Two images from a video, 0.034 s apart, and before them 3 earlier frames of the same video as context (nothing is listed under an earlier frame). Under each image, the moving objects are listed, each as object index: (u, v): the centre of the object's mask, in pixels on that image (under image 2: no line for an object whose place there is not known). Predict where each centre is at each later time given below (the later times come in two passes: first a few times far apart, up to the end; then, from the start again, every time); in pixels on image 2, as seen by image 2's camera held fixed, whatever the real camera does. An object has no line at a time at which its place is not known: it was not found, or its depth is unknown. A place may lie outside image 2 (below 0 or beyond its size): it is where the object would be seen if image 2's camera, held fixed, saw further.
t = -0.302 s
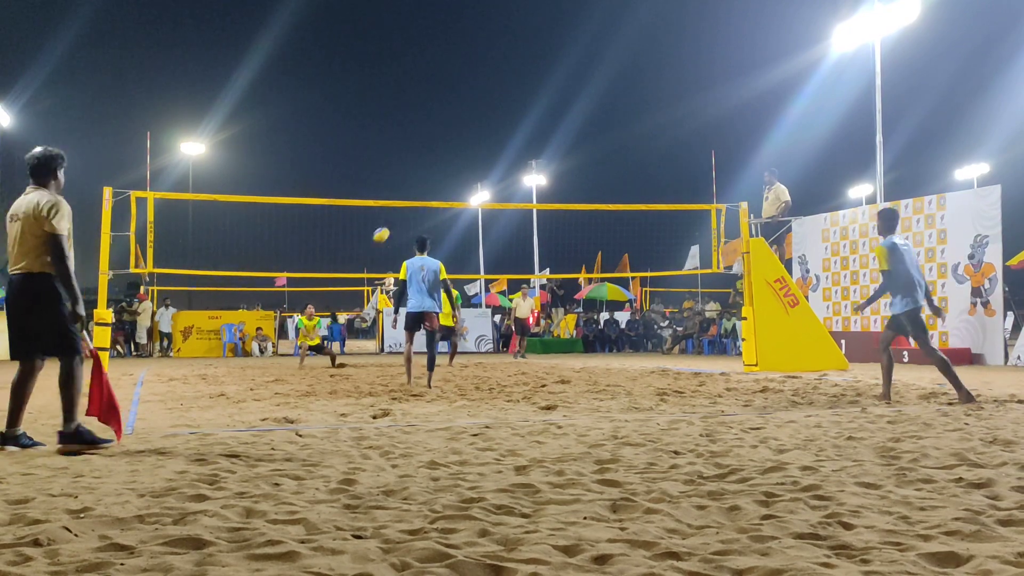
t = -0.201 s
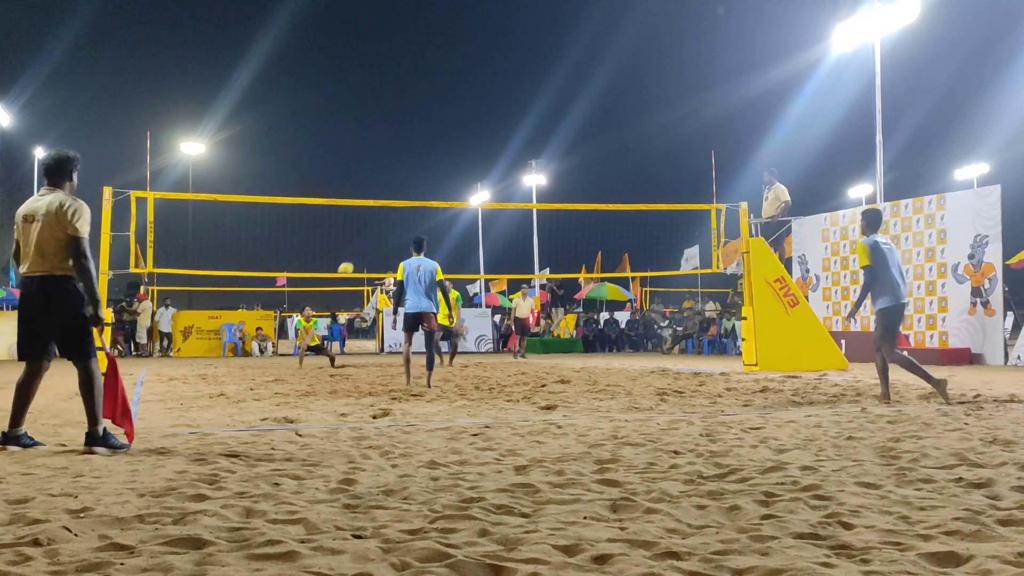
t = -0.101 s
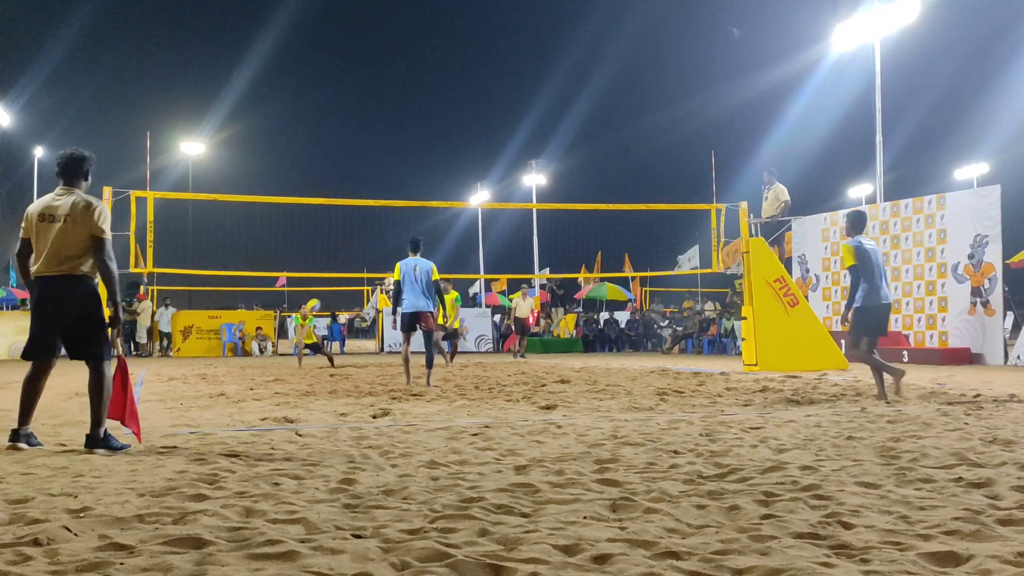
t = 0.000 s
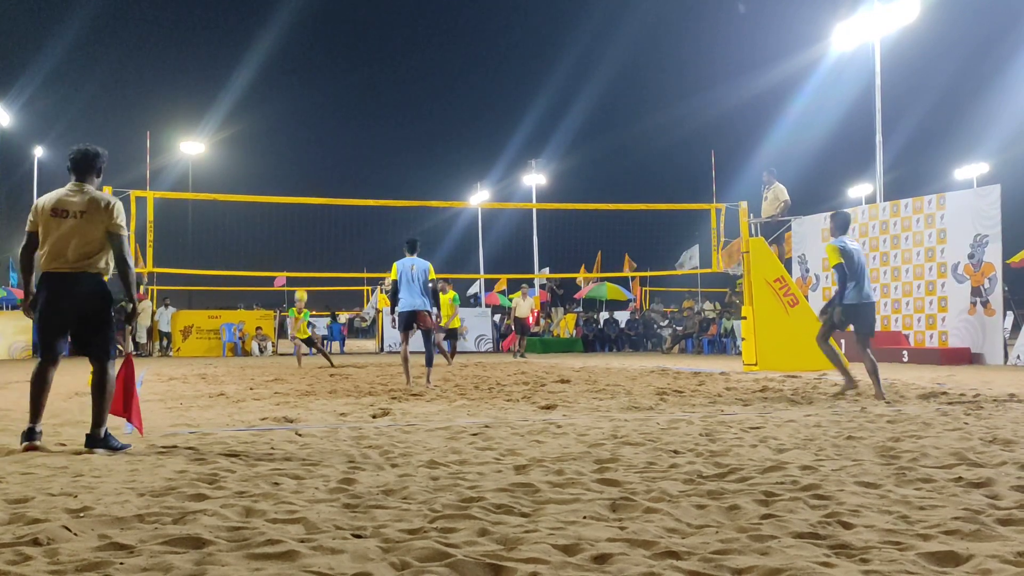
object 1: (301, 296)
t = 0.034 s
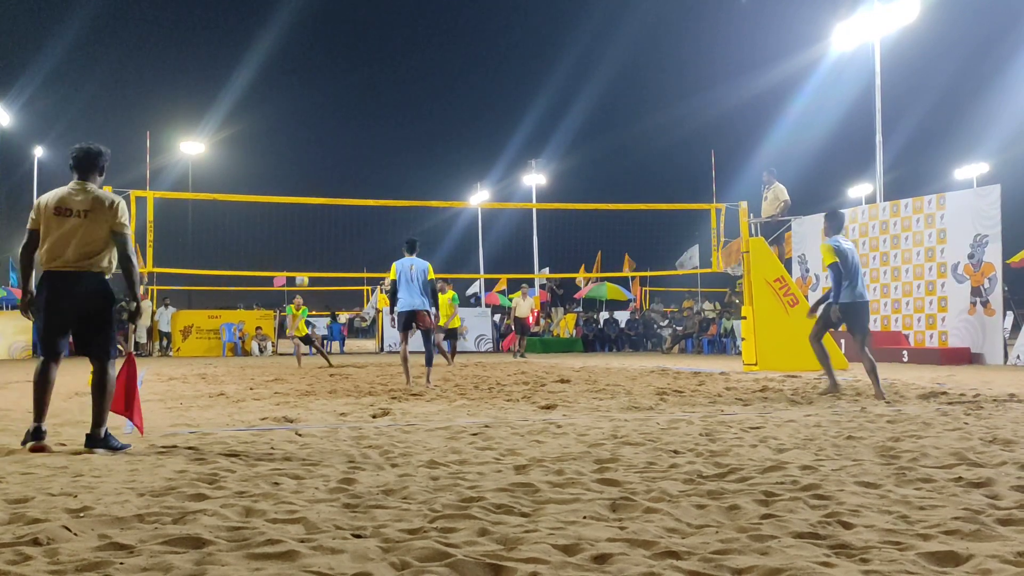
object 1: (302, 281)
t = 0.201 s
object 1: (307, 210)
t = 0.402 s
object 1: (313, 145)
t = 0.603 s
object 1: (319, 103)
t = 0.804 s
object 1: (324, 83)
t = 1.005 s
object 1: (328, 84)
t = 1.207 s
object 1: (333, 106)
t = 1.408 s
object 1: (338, 151)
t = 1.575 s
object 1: (343, 205)
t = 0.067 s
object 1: (303, 265)
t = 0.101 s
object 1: (304, 250)
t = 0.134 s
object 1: (305, 236)
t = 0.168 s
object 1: (306, 223)
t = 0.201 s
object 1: (307, 210)
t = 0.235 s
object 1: (309, 194)
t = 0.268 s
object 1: (309, 186)
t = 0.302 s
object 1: (310, 175)
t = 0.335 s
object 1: (311, 164)
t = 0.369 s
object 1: (312, 155)
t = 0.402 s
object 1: (313, 145)
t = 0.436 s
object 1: (314, 137)
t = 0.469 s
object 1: (315, 129)
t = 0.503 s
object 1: (316, 122)
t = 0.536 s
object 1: (317, 115)
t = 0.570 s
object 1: (318, 108)
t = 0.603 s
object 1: (319, 103)
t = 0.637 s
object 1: (320, 98)
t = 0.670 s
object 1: (321, 94)
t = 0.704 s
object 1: (321, 90)
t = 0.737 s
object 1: (322, 87)
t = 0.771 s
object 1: (323, 84)
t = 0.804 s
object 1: (324, 83)
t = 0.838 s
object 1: (324, 81)
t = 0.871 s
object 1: (325, 80)
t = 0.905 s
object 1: (326, 80)
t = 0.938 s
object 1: (327, 81)
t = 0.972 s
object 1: (328, 82)
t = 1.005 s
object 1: (328, 84)
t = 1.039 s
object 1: (329, 86)
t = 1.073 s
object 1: (330, 89)
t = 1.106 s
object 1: (331, 92)
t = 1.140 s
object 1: (332, 96)
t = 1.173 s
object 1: (332, 101)
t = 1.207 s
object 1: (333, 106)
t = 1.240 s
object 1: (334, 112)
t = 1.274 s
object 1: (335, 119)
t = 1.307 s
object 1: (336, 126)
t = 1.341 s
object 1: (337, 134)
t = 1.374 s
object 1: (338, 142)
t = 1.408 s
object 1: (338, 151)
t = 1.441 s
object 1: (339, 160)
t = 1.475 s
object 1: (340, 170)
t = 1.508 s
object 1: (341, 181)
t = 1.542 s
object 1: (342, 192)
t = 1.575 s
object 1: (343, 205)
